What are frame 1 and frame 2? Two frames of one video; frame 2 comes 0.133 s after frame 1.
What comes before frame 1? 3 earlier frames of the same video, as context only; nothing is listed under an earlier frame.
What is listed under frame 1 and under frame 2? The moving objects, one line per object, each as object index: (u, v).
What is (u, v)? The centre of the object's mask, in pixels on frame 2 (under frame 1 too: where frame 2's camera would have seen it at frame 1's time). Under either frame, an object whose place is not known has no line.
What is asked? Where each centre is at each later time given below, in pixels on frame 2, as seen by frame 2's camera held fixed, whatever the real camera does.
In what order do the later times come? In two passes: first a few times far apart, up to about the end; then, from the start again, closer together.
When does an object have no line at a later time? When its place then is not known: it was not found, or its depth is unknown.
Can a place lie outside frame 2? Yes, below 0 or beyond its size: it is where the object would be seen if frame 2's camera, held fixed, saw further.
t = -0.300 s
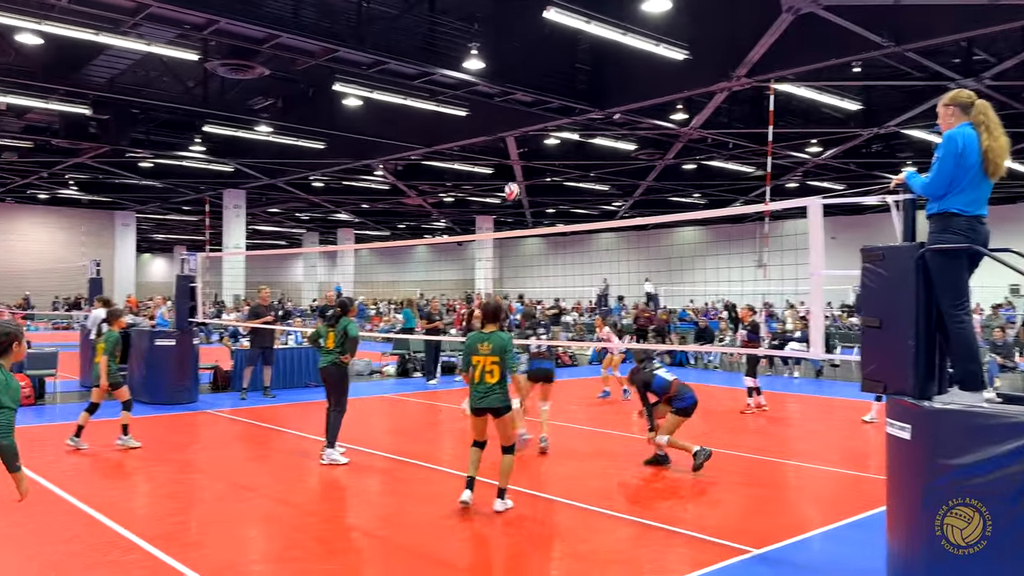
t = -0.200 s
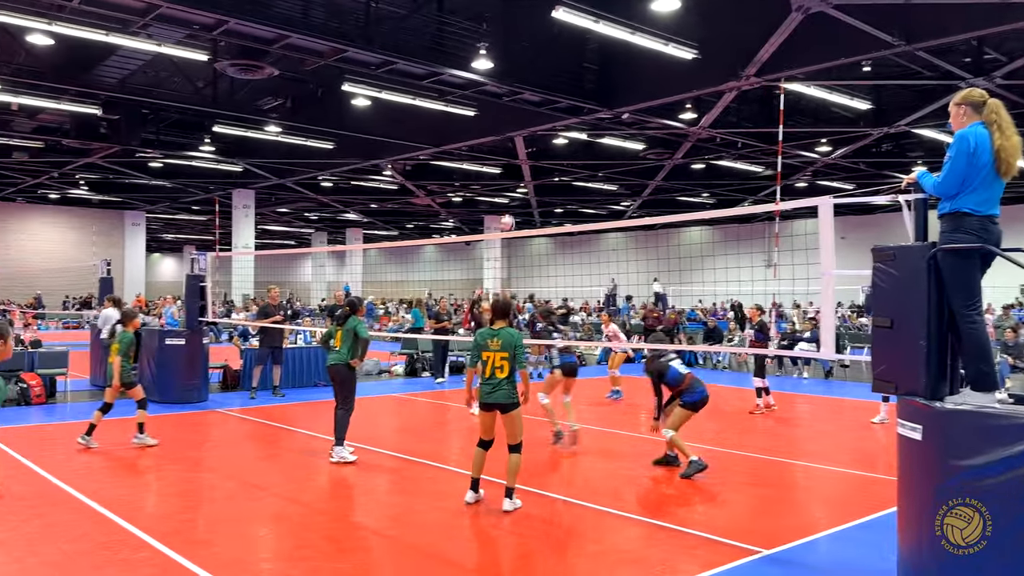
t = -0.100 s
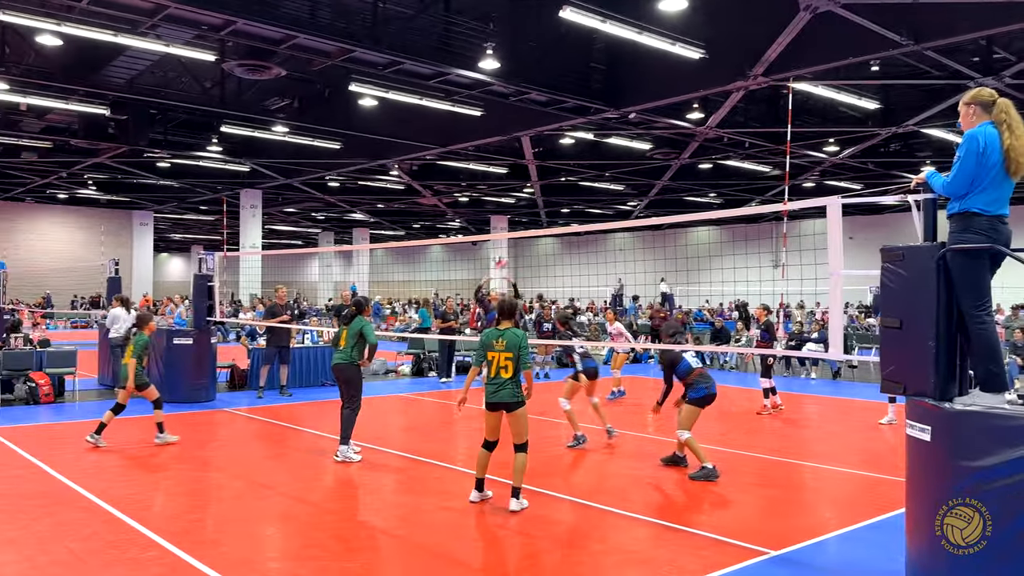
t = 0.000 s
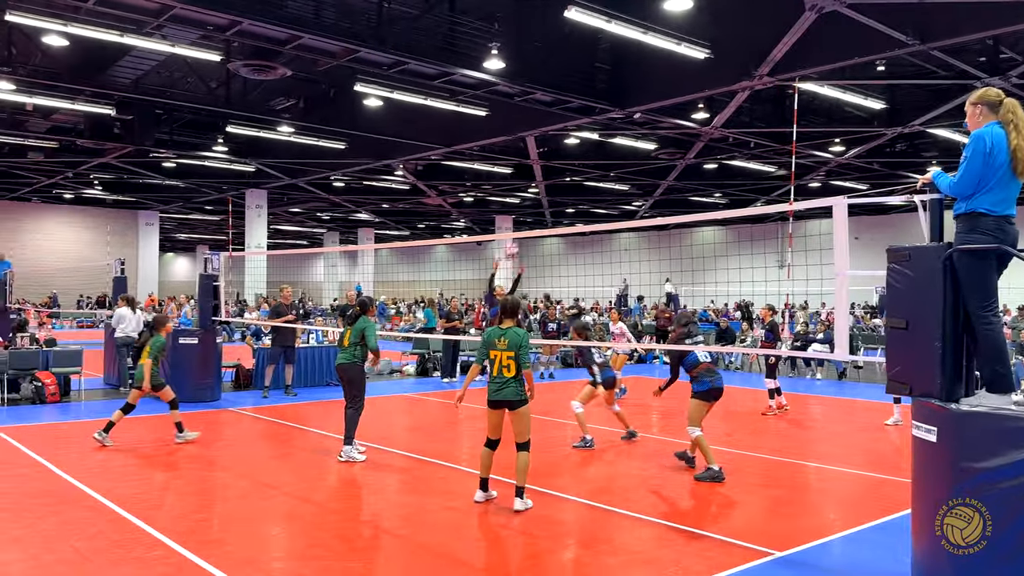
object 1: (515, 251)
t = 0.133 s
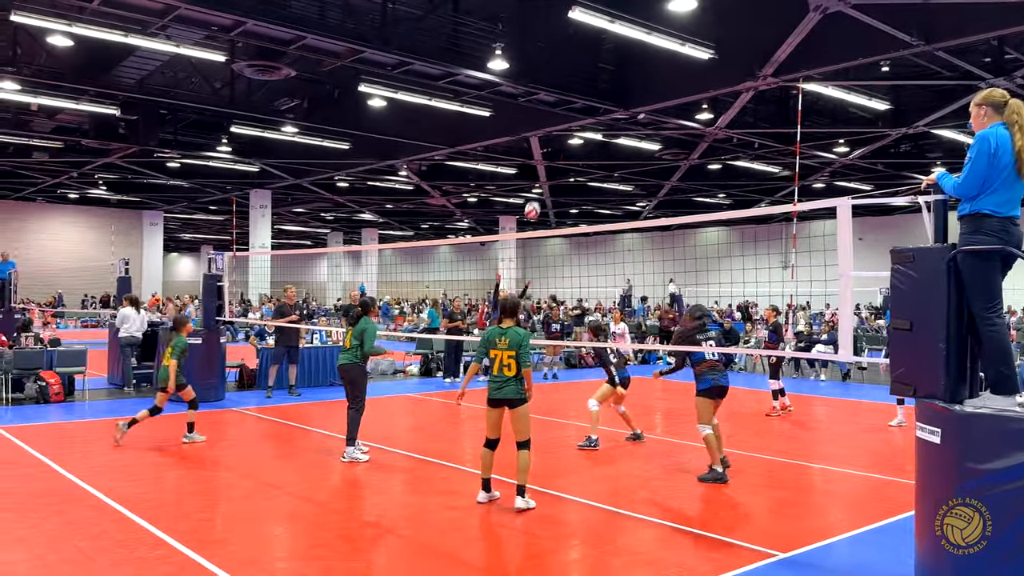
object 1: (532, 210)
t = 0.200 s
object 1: (541, 193)
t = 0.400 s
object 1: (569, 158)
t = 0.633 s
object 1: (603, 153)
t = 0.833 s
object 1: (634, 186)
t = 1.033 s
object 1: (669, 254)
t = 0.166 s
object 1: (537, 201)
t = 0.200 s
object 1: (541, 193)
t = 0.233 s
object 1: (546, 185)
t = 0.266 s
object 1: (551, 178)
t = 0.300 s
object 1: (555, 172)
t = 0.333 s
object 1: (560, 167)
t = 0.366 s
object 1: (564, 162)
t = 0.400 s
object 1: (569, 158)
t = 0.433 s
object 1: (574, 155)
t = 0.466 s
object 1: (578, 153)
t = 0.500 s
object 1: (583, 152)
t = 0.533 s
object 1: (588, 151)
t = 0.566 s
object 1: (593, 151)
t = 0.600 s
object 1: (598, 152)
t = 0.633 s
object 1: (603, 153)
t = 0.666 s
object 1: (608, 156)
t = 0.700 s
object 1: (613, 160)
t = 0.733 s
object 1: (618, 165)
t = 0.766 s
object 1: (623, 171)
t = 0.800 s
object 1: (629, 178)
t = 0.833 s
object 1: (634, 186)
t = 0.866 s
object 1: (639, 194)
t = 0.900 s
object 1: (645, 204)
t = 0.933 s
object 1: (650, 212)
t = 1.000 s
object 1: (663, 238)
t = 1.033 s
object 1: (669, 254)
